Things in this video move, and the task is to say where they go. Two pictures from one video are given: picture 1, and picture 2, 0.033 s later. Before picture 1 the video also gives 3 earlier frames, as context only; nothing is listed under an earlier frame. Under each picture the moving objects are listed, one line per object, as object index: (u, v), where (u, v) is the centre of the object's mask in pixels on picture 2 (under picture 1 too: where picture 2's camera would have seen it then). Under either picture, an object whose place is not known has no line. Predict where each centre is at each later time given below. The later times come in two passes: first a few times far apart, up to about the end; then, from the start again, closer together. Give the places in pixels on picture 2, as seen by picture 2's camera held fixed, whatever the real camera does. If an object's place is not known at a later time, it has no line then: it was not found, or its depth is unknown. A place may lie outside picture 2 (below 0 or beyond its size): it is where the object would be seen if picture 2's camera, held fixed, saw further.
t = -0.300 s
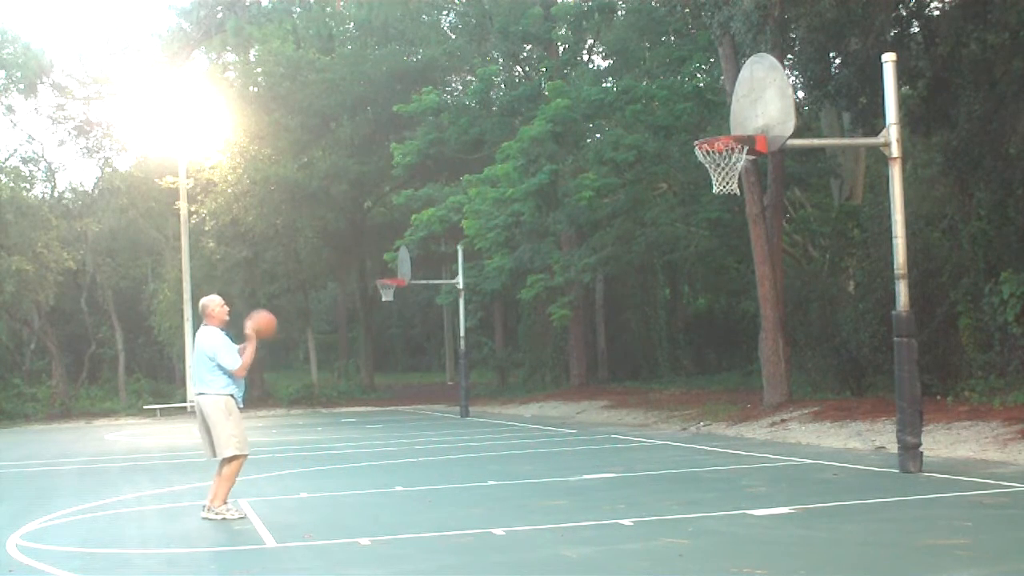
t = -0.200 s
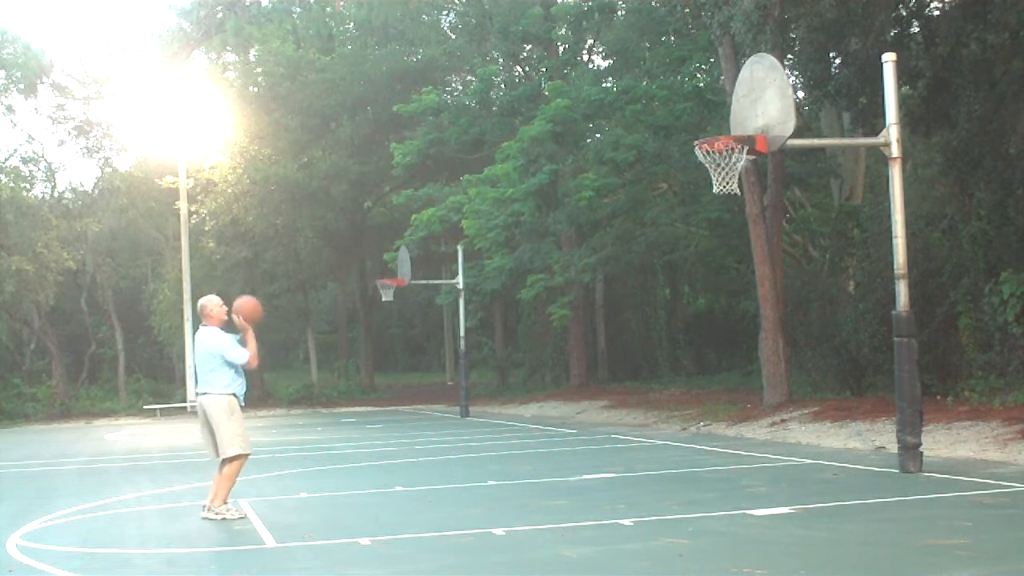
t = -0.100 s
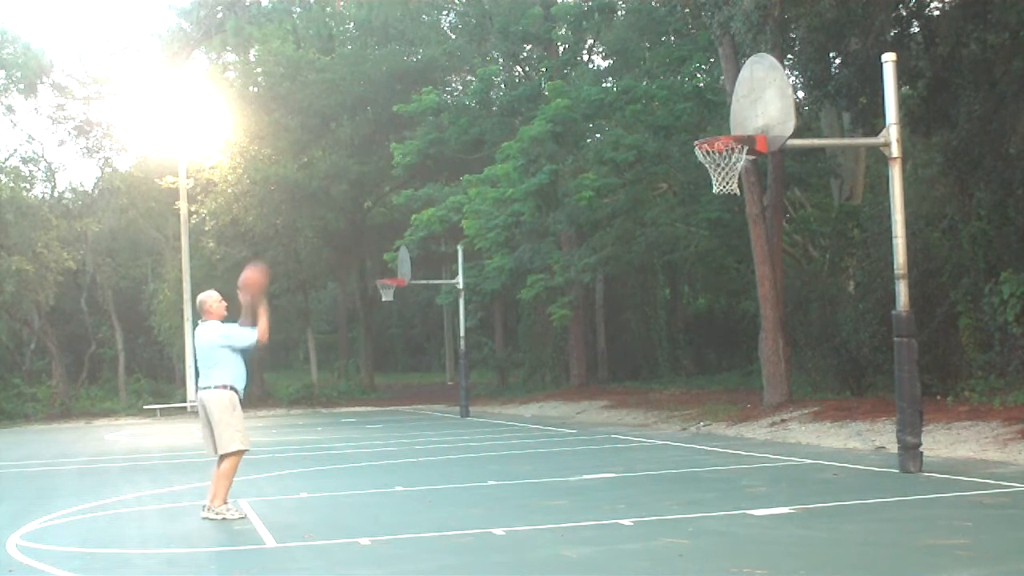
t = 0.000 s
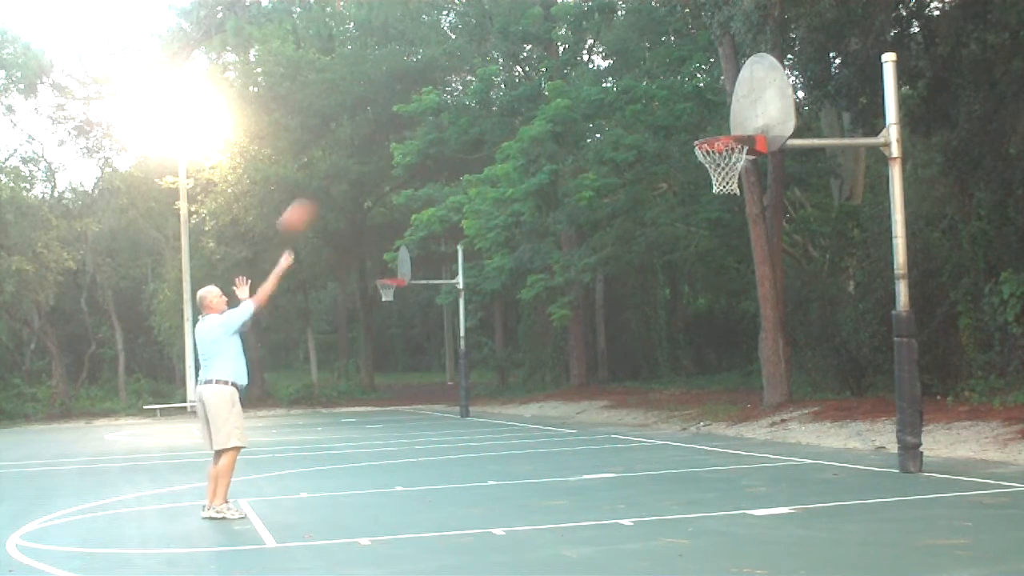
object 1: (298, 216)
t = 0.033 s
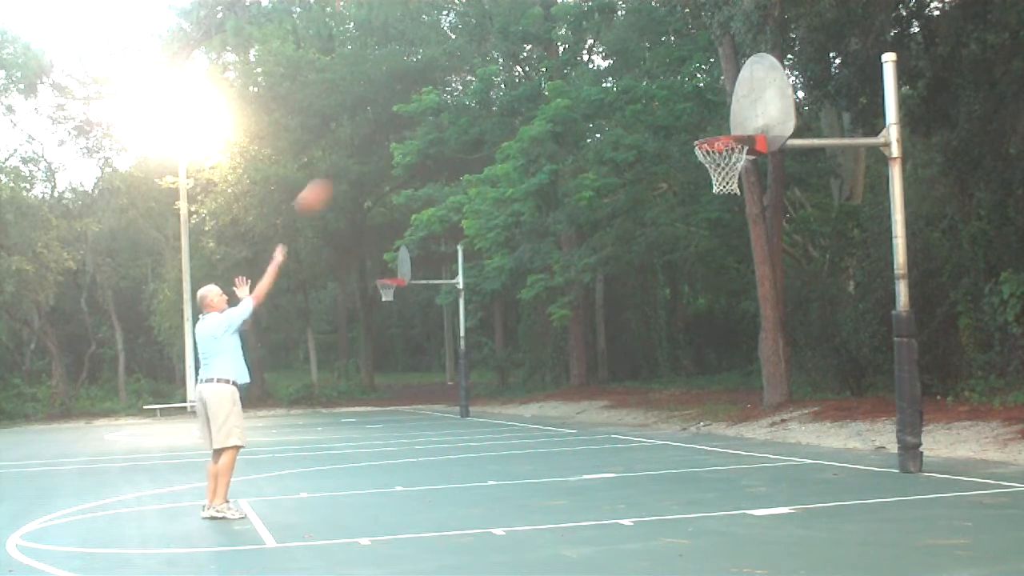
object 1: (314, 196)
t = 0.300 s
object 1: (446, 87)
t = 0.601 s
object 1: (590, 61)
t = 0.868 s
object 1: (718, 118)
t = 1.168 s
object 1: (702, 112)
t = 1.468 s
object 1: (703, 135)
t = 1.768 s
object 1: (709, 273)
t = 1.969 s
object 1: (716, 434)
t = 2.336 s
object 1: (682, 323)
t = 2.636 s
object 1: (650, 273)
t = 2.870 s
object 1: (628, 313)
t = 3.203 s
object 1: (601, 500)
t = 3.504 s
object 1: (568, 388)
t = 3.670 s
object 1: (550, 374)
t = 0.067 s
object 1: (331, 178)
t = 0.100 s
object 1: (348, 162)
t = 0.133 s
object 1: (364, 145)
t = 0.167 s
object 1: (380, 131)
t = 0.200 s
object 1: (397, 119)
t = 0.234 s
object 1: (414, 106)
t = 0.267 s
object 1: (430, 97)
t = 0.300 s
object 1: (446, 87)
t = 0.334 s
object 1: (462, 78)
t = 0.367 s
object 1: (478, 73)
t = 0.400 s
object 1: (495, 67)
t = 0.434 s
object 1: (510, 63)
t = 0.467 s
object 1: (529, 59)
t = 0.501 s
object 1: (545, 59)
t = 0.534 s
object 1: (560, 57)
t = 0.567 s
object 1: (576, 59)
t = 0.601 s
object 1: (590, 61)
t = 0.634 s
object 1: (612, 64)
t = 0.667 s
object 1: (625, 68)
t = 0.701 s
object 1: (640, 73)
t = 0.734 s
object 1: (655, 79)
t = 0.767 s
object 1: (672, 88)
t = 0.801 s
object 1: (688, 97)
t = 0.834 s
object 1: (704, 108)
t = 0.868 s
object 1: (718, 118)
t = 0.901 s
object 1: (731, 131)
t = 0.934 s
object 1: (724, 132)
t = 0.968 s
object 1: (717, 132)
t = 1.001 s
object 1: (711, 132)
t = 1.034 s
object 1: (703, 128)
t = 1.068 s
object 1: (703, 125)
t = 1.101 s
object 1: (702, 119)
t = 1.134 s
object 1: (702, 115)
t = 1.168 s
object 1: (702, 112)
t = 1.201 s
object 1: (702, 110)
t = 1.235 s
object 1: (702, 109)
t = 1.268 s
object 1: (702, 109)
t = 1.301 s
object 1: (702, 110)
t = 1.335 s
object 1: (702, 113)
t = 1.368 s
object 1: (702, 116)
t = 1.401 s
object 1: (702, 122)
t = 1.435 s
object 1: (703, 128)
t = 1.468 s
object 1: (703, 135)
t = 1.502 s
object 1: (703, 145)
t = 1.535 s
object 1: (704, 156)
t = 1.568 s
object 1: (703, 169)
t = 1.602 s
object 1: (704, 183)
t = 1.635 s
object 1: (705, 197)
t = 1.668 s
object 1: (707, 213)
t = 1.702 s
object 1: (707, 232)
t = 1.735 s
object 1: (708, 250)
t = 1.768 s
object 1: (709, 273)
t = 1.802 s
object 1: (710, 296)
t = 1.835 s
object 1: (711, 320)
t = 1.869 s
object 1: (712, 347)
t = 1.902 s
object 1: (714, 374)
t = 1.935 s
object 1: (715, 400)
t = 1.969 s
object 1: (716, 434)
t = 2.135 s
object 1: (703, 412)
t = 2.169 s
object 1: (700, 394)
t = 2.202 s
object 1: (696, 378)
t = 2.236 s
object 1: (693, 363)
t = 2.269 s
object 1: (688, 348)
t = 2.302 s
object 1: (685, 335)
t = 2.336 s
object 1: (682, 323)
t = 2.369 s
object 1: (678, 312)
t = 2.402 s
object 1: (674, 302)
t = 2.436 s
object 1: (671, 293)
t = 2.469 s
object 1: (667, 287)
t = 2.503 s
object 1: (664, 282)
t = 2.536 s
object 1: (660, 278)
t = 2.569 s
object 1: (657, 275)
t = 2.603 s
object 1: (654, 273)
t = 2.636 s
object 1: (650, 273)
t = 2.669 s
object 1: (647, 275)
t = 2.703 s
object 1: (644, 277)
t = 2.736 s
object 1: (641, 282)
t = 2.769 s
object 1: (638, 288)
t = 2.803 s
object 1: (634, 294)
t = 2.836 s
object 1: (631, 303)
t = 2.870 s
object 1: (628, 313)
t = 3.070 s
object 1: (612, 407)
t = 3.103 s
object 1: (609, 429)
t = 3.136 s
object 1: (607, 454)
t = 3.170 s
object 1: (604, 480)
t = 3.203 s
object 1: (601, 500)
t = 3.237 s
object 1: (598, 483)
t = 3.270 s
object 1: (593, 467)
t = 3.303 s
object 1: (590, 452)
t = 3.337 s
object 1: (586, 439)
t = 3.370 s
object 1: (582, 425)
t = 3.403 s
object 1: (578, 413)
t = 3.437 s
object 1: (574, 402)
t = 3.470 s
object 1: (571, 395)
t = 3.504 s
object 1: (568, 388)
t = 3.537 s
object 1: (564, 382)
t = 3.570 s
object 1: (560, 378)
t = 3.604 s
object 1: (557, 376)
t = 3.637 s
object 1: (553, 374)
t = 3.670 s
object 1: (550, 374)
